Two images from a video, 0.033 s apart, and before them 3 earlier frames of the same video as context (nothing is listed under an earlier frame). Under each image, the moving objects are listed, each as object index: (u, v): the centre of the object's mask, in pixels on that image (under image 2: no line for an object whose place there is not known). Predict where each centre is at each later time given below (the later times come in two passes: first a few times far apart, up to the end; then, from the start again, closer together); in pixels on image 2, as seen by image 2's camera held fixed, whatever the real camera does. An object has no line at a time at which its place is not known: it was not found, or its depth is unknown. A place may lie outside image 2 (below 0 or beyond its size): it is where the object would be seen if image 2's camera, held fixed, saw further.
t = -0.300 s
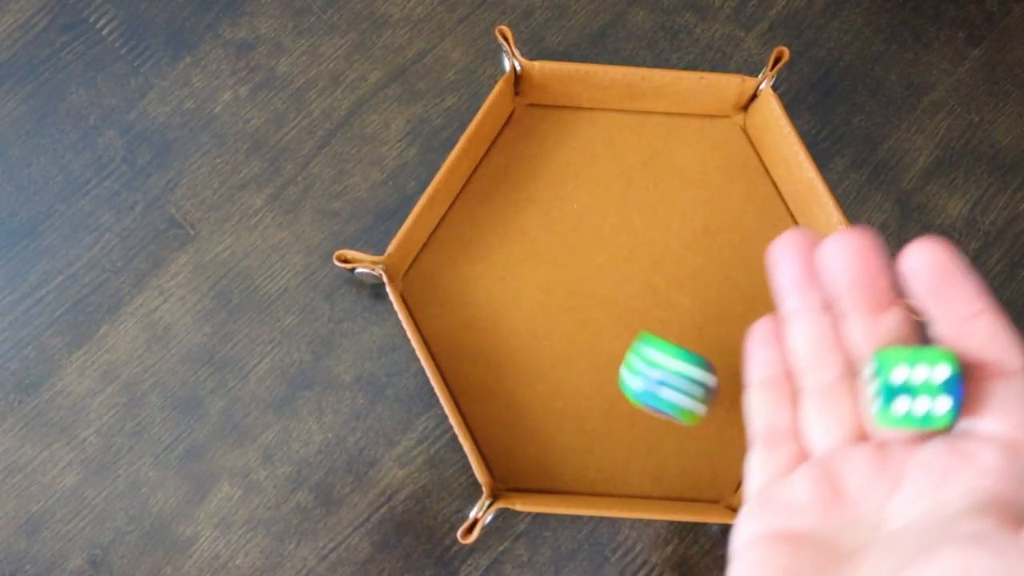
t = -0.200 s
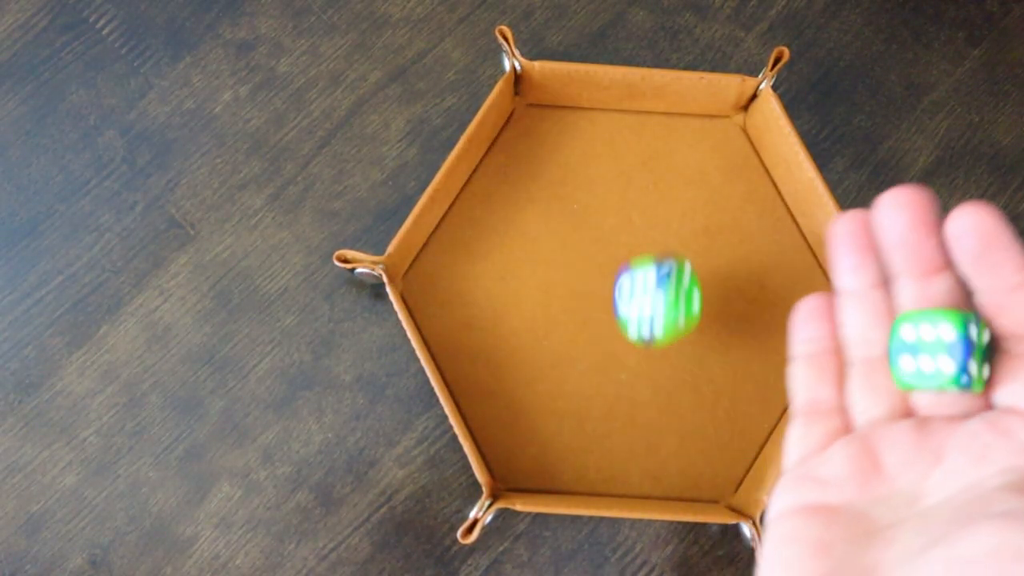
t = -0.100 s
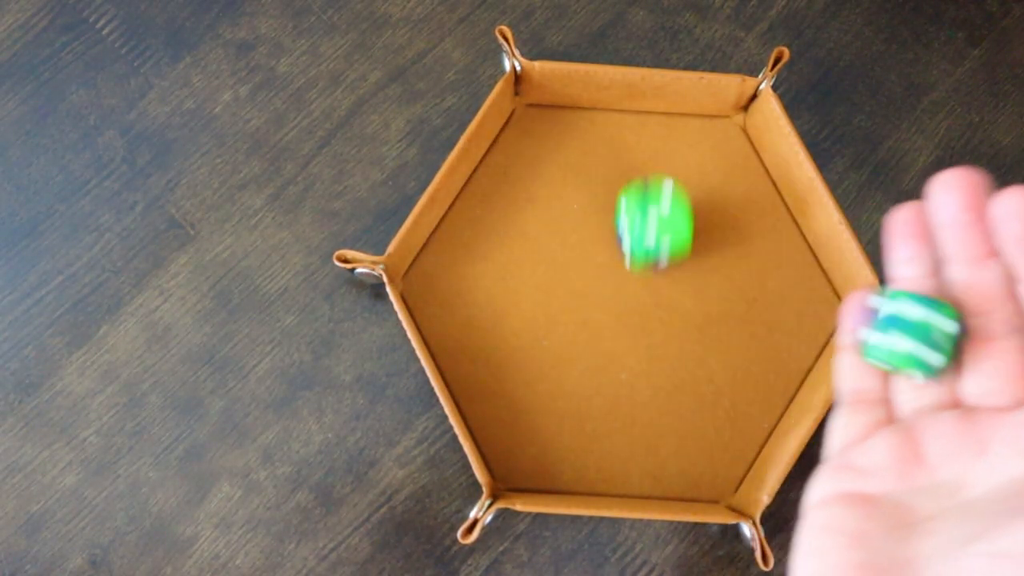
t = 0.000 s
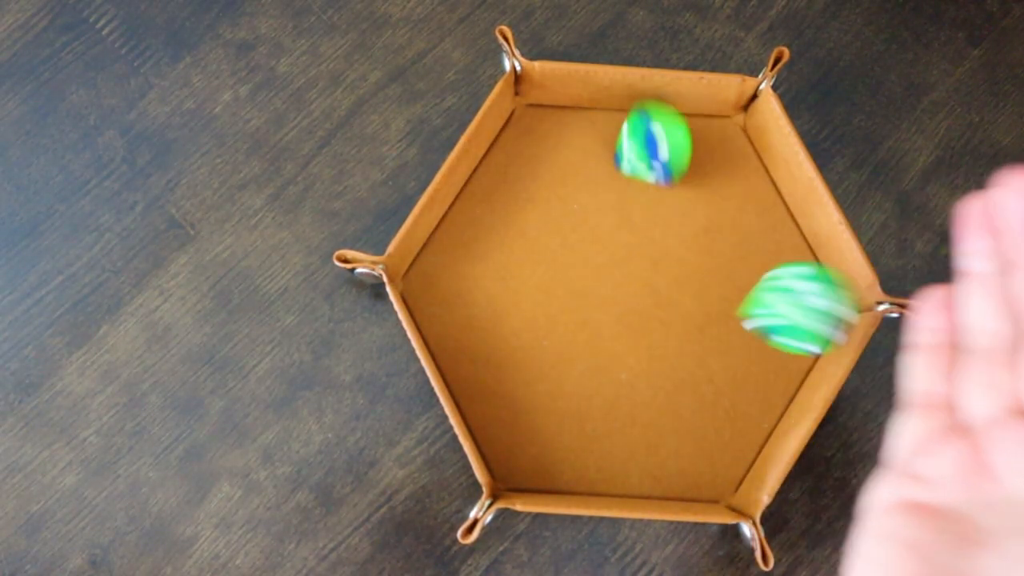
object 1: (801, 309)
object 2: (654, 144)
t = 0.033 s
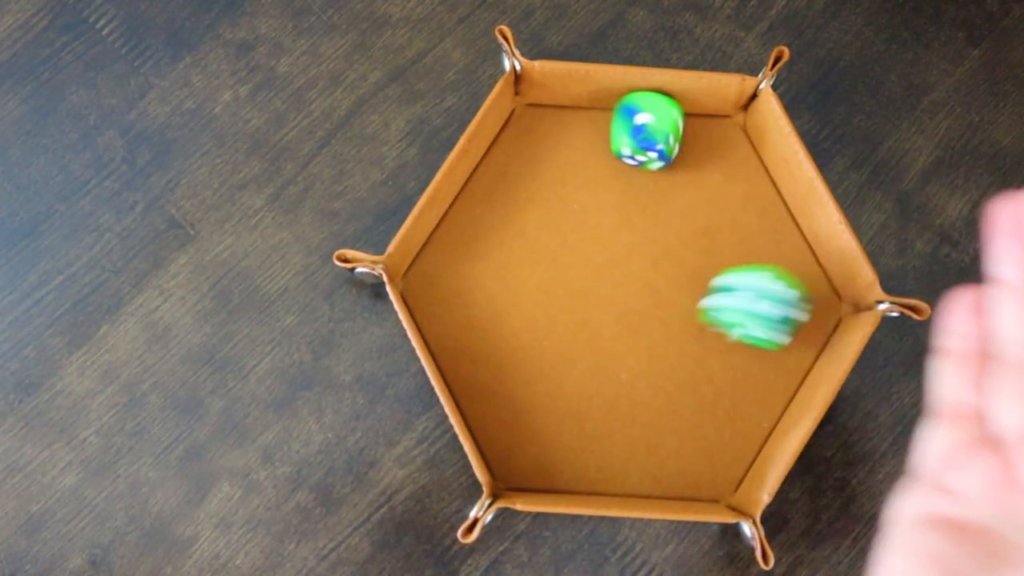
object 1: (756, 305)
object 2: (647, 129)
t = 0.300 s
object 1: (637, 217)
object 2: (621, 140)
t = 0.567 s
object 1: (621, 220)
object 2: (624, 138)
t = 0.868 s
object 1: (628, 220)
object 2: (624, 138)
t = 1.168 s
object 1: (628, 220)
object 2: (624, 138)
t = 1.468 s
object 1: (628, 220)
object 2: (624, 138)
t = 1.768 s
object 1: (628, 220)
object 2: (624, 138)
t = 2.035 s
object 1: (628, 220)
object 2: (624, 138)
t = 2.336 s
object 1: (628, 220)
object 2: (624, 138)
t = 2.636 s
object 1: (628, 220)
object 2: (624, 138)
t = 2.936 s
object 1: (628, 220)
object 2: (624, 138)
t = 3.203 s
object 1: (628, 220)
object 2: (624, 138)
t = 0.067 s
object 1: (719, 284)
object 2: (644, 129)
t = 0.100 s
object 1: (703, 244)
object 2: (644, 131)
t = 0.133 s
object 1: (678, 207)
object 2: (650, 130)
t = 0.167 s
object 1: (662, 199)
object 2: (646, 125)
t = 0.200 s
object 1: (654, 203)
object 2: (634, 129)
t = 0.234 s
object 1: (649, 209)
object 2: (624, 137)
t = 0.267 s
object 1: (643, 214)
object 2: (621, 140)
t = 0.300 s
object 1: (637, 217)
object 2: (621, 140)
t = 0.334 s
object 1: (629, 218)
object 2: (622, 140)
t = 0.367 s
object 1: (616, 212)
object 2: (621, 140)
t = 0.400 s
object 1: (613, 203)
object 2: (622, 136)
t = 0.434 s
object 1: (613, 201)
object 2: (623, 133)
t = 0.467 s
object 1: (615, 205)
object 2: (624, 135)
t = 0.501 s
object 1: (615, 212)
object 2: (624, 138)
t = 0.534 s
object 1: (616, 216)
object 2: (624, 138)
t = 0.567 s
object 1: (621, 220)
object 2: (624, 138)
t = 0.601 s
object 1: (625, 221)
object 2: (624, 138)
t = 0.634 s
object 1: (628, 220)
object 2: (624, 138)
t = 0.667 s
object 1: (628, 220)
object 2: (624, 138)
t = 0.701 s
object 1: (628, 220)
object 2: (624, 138)
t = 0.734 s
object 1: (628, 220)
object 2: (624, 138)
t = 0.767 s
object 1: (628, 220)
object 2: (624, 138)
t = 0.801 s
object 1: (628, 220)
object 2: (624, 138)
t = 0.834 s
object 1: (628, 220)
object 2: (624, 138)
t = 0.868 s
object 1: (628, 220)
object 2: (624, 138)
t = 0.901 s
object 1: (628, 220)
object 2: (624, 138)
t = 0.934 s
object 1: (628, 220)
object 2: (624, 138)
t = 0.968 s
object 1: (628, 219)
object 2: (624, 138)
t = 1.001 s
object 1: (628, 220)
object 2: (624, 138)
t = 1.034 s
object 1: (628, 220)
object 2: (624, 138)
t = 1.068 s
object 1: (628, 220)
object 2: (624, 138)
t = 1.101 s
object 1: (628, 220)
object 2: (624, 138)
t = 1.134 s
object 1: (628, 220)
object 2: (624, 138)
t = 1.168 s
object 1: (628, 220)
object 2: (624, 138)
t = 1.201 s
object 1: (628, 220)
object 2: (624, 138)
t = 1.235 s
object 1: (628, 220)
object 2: (624, 138)
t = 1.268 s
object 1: (628, 220)
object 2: (624, 138)
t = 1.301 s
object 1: (628, 220)
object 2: (624, 138)
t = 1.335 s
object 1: (628, 220)
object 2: (624, 138)
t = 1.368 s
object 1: (628, 220)
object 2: (624, 138)
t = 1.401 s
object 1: (628, 220)
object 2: (624, 138)
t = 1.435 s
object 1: (628, 220)
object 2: (624, 138)
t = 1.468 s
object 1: (628, 220)
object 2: (624, 138)
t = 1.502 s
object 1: (628, 220)
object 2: (624, 138)
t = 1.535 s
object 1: (628, 220)
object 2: (624, 138)
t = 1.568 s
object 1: (628, 220)
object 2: (624, 138)
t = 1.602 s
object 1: (628, 220)
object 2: (624, 138)
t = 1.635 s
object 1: (628, 220)
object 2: (624, 138)
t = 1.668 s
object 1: (628, 220)
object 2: (624, 138)
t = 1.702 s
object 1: (628, 220)
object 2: (624, 138)
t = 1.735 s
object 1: (628, 220)
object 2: (624, 138)
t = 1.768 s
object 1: (628, 220)
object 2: (624, 138)
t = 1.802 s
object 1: (628, 220)
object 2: (624, 138)
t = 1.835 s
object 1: (628, 220)
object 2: (624, 138)
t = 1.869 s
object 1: (628, 220)
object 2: (624, 138)
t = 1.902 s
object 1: (628, 220)
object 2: (624, 138)
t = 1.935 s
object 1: (628, 220)
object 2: (624, 138)
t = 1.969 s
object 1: (628, 220)
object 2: (624, 138)
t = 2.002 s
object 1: (628, 220)
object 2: (624, 138)
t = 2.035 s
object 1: (628, 220)
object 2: (624, 138)
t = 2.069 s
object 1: (628, 220)
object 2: (624, 138)
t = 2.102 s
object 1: (628, 220)
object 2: (624, 138)
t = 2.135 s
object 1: (628, 220)
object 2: (624, 138)
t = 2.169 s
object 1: (628, 220)
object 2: (624, 138)
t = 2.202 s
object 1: (628, 220)
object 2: (624, 138)
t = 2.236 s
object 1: (628, 220)
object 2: (624, 138)
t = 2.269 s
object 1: (628, 220)
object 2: (624, 138)
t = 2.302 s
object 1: (628, 220)
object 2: (624, 138)
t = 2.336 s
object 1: (628, 220)
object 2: (624, 138)
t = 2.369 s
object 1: (628, 220)
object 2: (624, 138)
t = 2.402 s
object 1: (628, 220)
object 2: (624, 138)
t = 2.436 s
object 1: (628, 220)
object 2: (624, 138)
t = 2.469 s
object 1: (628, 220)
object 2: (624, 138)
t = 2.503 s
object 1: (628, 220)
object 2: (624, 138)
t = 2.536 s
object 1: (628, 220)
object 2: (624, 138)
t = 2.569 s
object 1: (628, 220)
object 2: (624, 138)
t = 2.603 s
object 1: (628, 220)
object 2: (624, 138)
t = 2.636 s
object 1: (628, 220)
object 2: (624, 138)
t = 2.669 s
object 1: (628, 220)
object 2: (624, 138)
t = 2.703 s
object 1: (628, 220)
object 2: (624, 138)
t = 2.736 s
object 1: (628, 220)
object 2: (624, 138)
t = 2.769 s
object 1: (628, 220)
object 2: (624, 138)
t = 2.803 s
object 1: (628, 220)
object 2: (624, 138)
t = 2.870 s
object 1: (628, 220)
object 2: (624, 138)
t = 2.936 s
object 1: (628, 220)
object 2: (624, 138)
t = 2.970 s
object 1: (628, 220)
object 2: (624, 138)
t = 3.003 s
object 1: (628, 220)
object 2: (624, 138)
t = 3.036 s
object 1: (628, 220)
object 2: (624, 138)
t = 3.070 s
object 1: (628, 220)
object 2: (624, 138)
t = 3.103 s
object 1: (628, 220)
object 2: (624, 138)
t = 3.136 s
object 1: (628, 220)
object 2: (624, 138)
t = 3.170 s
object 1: (628, 220)
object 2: (624, 138)
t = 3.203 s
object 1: (628, 220)
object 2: (624, 138)
